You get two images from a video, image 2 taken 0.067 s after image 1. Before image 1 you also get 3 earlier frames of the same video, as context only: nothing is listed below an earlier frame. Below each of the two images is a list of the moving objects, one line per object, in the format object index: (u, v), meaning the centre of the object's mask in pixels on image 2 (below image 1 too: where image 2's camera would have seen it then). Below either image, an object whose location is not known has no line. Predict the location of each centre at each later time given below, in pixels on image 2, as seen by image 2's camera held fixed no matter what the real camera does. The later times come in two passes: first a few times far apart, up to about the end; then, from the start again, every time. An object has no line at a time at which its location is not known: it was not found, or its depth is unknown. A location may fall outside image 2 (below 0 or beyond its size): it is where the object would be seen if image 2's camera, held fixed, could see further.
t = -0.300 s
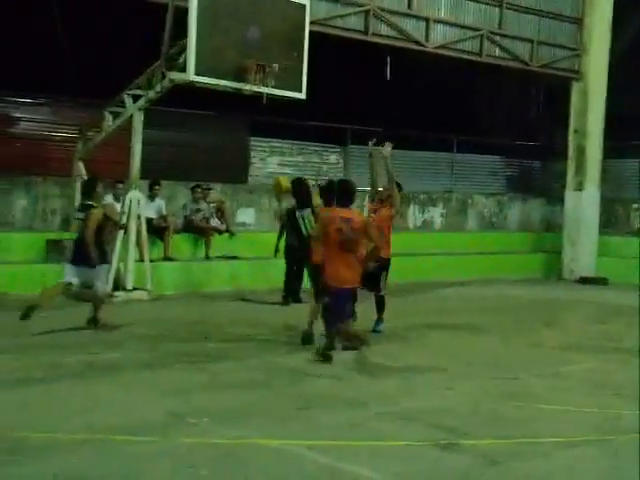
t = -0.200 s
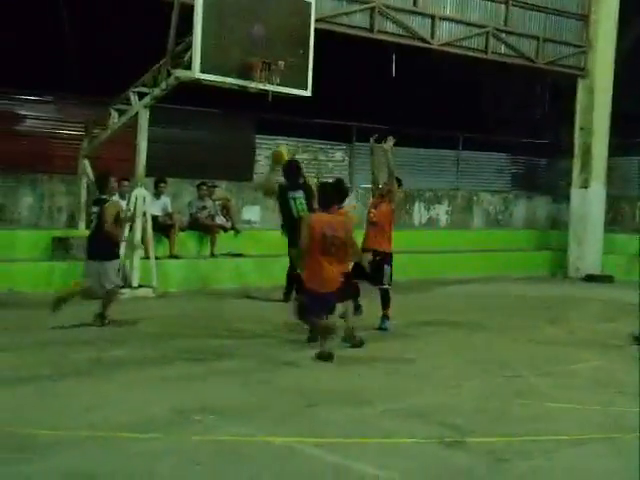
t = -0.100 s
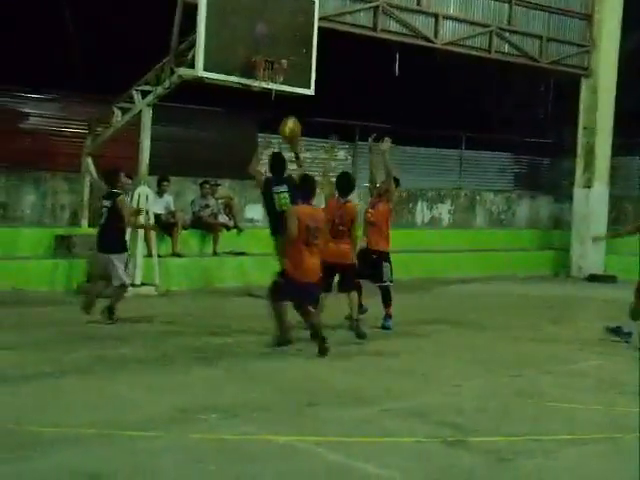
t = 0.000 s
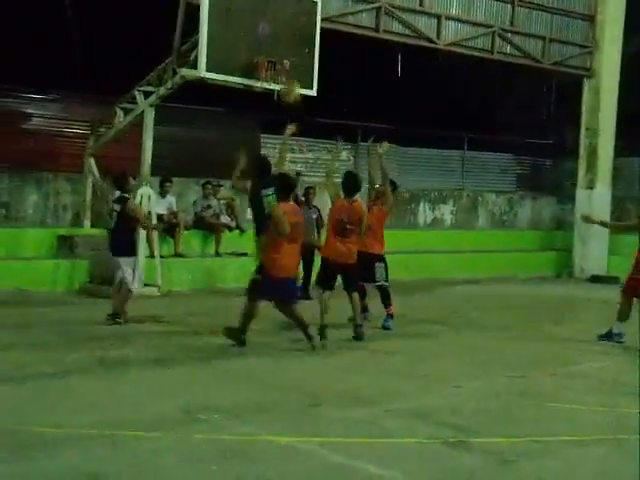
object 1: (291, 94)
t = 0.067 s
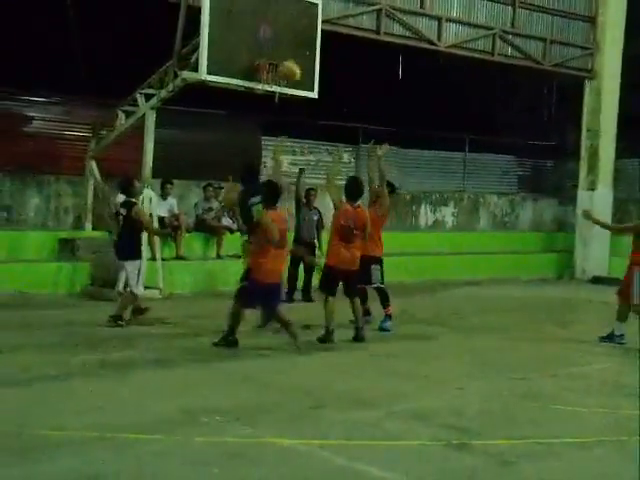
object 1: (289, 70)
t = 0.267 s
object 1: (284, 29)
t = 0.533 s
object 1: (275, 28)
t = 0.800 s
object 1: (277, 40)
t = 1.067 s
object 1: (286, 54)
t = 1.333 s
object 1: (290, 57)
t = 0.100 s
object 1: (288, 61)
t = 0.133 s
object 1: (287, 54)
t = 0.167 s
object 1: (287, 44)
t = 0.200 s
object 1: (286, 39)
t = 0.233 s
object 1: (285, 34)
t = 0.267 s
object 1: (284, 29)
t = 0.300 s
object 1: (283, 26)
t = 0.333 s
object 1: (282, 23)
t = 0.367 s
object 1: (283, 23)
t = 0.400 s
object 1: (283, 22)
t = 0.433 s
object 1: (281, 23)
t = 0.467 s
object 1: (279, 21)
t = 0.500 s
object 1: (276, 24)
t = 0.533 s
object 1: (275, 28)
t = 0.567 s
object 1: (274, 32)
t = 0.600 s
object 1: (272, 37)
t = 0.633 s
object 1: (272, 41)
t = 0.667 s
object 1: (271, 48)
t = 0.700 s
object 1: (271, 48)
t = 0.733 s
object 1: (273, 44)
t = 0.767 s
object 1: (275, 42)
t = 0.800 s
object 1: (277, 40)
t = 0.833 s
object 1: (278, 38)
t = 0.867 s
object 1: (278, 39)
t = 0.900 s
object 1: (280, 40)
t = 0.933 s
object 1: (282, 41)
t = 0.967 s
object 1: (282, 43)
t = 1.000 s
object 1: (284, 47)
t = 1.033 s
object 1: (285, 53)
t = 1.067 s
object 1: (286, 54)
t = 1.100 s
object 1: (287, 52)
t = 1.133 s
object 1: (288, 49)
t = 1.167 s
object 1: (288, 47)
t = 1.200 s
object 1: (288, 47)
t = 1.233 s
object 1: (288, 48)
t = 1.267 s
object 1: (289, 51)
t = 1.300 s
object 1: (290, 54)
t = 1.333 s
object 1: (290, 57)
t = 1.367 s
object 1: (290, 61)
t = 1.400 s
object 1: (291, 68)
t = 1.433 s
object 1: (290, 73)
